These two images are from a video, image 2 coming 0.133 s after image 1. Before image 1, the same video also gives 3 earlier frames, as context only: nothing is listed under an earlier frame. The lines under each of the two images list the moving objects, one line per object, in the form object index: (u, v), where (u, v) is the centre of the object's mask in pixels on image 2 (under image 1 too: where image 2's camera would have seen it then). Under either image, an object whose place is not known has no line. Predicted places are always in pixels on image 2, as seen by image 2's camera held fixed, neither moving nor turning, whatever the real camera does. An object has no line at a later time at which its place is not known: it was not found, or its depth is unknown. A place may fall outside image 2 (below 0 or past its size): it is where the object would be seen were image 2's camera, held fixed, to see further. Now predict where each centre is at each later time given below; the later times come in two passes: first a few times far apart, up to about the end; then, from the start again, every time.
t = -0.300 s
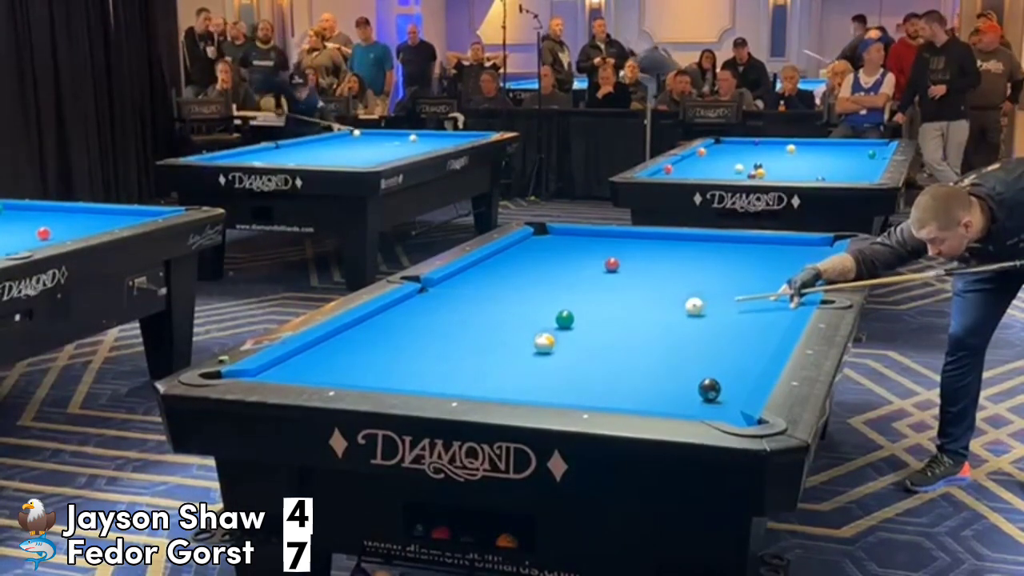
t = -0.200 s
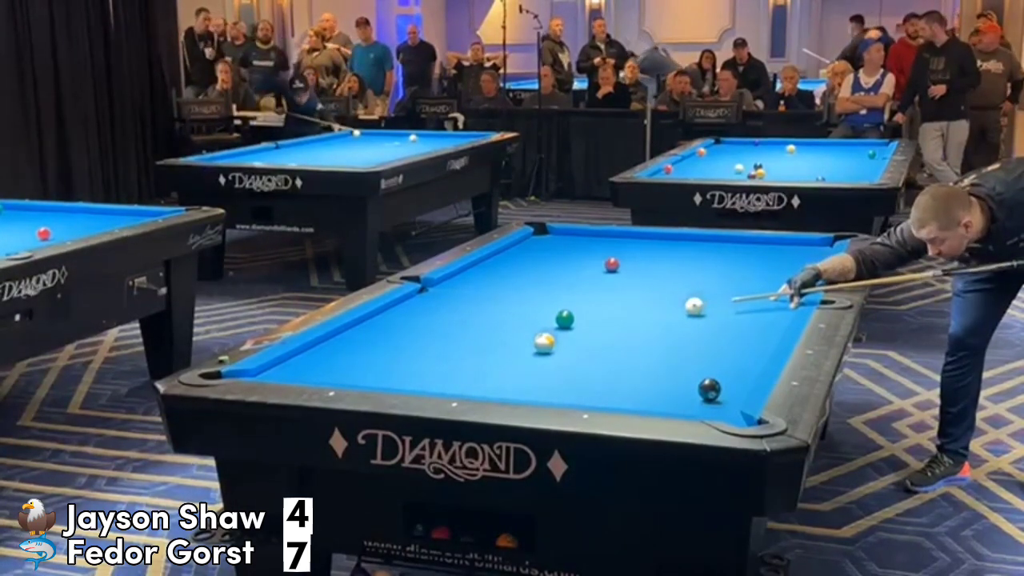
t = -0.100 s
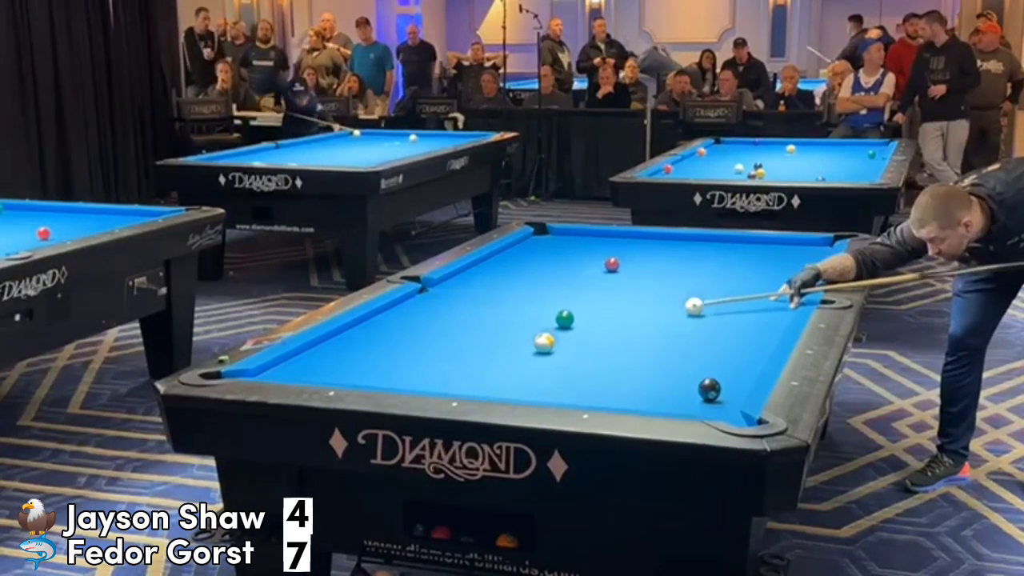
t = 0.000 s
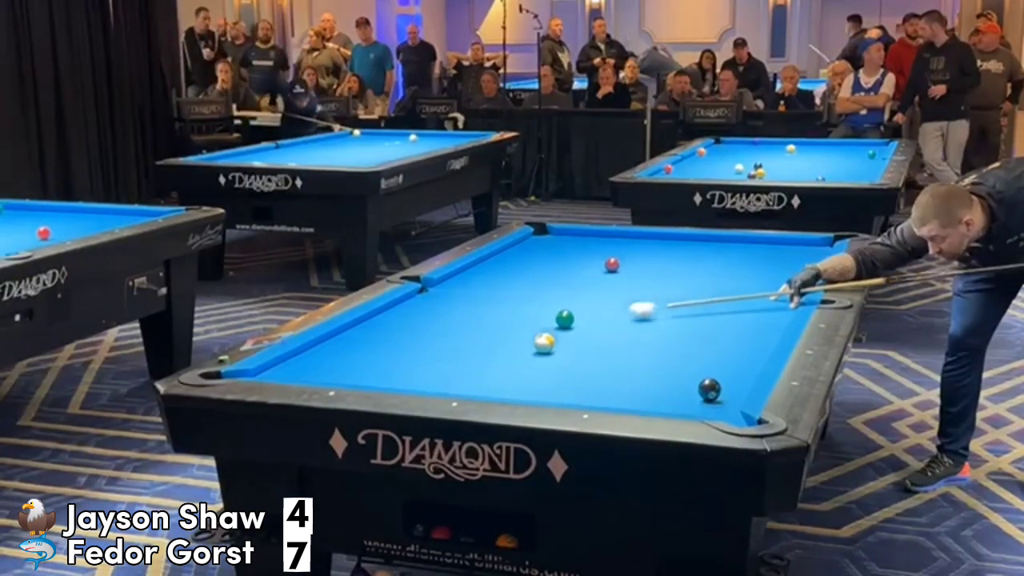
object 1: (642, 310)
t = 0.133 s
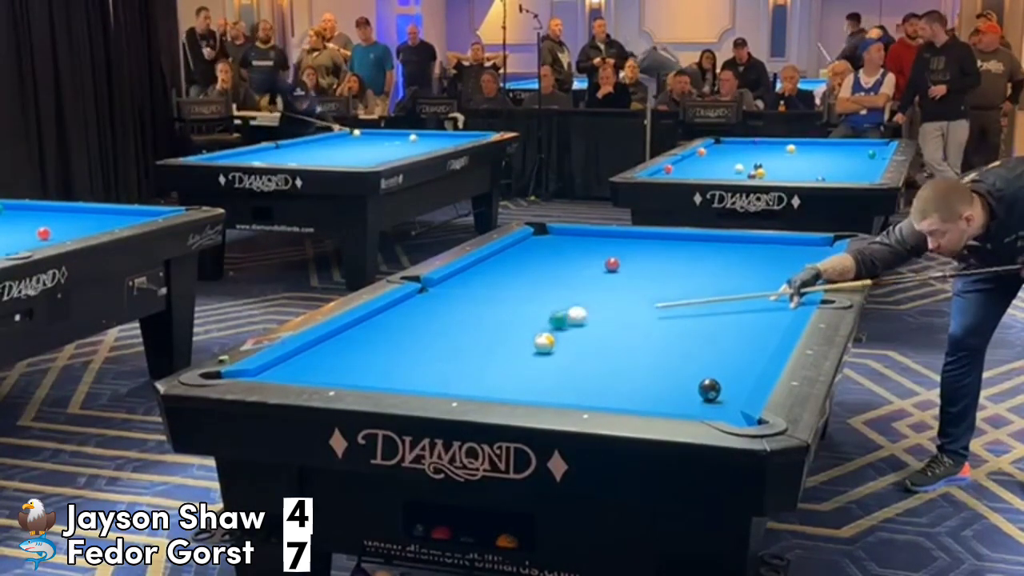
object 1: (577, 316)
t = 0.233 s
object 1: (562, 314)
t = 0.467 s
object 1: (515, 310)
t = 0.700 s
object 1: (469, 308)
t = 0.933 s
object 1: (425, 305)
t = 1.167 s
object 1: (405, 304)
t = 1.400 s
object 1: (430, 304)
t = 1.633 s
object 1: (453, 304)
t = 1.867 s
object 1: (476, 305)
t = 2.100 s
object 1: (497, 305)
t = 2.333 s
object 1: (517, 305)
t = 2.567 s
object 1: (535, 306)
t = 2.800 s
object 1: (552, 306)
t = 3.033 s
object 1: (568, 307)
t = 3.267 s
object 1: (582, 307)
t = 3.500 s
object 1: (595, 307)
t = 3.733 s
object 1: (607, 308)
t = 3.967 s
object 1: (617, 308)
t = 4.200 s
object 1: (626, 309)
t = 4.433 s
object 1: (633, 309)
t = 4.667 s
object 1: (638, 308)
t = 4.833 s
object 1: (634, 304)
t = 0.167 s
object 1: (572, 315)
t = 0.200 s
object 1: (567, 315)
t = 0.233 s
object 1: (562, 314)
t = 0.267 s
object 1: (555, 313)
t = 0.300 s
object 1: (548, 313)
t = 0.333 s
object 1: (541, 313)
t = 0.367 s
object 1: (535, 312)
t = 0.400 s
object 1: (528, 311)
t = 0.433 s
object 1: (521, 311)
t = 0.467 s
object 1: (515, 310)
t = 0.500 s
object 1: (508, 310)
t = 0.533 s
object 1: (501, 310)
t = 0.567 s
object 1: (494, 310)
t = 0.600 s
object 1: (488, 309)
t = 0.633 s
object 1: (482, 309)
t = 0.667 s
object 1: (475, 309)
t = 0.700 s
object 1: (469, 308)
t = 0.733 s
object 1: (462, 307)
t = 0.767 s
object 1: (456, 307)
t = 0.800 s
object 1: (450, 306)
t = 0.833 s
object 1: (444, 306)
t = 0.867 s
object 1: (437, 306)
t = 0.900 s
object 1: (431, 306)
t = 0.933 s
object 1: (425, 305)
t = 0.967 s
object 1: (419, 305)
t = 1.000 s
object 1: (413, 305)
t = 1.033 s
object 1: (406, 304)
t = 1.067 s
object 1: (401, 304)
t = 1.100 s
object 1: (397, 303)
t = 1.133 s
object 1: (401, 304)
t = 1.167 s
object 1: (405, 304)
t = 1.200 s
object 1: (409, 304)
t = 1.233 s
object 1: (412, 304)
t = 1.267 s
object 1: (416, 304)
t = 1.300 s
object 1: (419, 304)
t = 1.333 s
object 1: (423, 304)
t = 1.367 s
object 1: (426, 304)
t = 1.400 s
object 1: (430, 304)
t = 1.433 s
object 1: (434, 304)
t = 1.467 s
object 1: (437, 304)
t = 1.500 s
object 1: (440, 304)
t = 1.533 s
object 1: (444, 304)
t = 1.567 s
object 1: (447, 304)
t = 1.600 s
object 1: (450, 305)
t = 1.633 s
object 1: (453, 304)
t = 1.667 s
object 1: (457, 304)
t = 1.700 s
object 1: (460, 305)
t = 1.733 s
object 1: (464, 305)
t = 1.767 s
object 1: (467, 305)
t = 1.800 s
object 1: (470, 305)
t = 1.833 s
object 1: (472, 305)
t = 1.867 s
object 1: (476, 305)
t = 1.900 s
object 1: (479, 305)
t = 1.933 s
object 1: (482, 305)
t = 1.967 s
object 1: (485, 305)
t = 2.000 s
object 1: (488, 305)
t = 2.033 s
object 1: (491, 305)
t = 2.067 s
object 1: (494, 305)
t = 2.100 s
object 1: (497, 305)
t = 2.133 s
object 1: (499, 305)
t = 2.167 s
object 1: (502, 305)
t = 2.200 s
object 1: (505, 305)
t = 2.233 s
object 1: (508, 305)
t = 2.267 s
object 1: (511, 305)
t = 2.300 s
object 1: (514, 305)
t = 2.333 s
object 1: (517, 305)
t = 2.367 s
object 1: (519, 306)
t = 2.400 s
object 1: (523, 306)
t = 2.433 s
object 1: (525, 306)
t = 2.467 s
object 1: (527, 306)
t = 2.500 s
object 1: (530, 306)
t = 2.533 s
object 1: (532, 306)
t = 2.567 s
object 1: (535, 306)
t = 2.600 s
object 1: (537, 306)
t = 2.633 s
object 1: (540, 306)
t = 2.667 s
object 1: (542, 306)
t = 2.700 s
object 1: (545, 306)
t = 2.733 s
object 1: (547, 306)
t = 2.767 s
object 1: (550, 306)
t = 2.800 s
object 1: (552, 306)
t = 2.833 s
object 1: (554, 306)
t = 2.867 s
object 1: (557, 307)
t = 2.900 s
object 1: (559, 306)
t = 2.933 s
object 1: (561, 306)
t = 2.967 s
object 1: (563, 307)
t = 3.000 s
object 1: (565, 307)
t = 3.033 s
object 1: (568, 307)
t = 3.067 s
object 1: (570, 307)
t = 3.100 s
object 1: (572, 307)
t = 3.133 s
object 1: (574, 307)
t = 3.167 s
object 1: (576, 307)
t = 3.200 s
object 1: (578, 307)
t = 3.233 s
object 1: (580, 307)
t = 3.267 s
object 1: (582, 307)
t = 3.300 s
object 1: (584, 307)
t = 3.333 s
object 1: (586, 307)
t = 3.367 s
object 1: (588, 307)
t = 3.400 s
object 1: (590, 307)
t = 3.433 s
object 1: (591, 307)
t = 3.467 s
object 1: (593, 307)
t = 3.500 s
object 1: (595, 307)
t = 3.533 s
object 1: (597, 308)
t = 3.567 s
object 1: (598, 307)
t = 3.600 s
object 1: (600, 307)
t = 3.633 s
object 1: (602, 308)
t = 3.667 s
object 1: (603, 308)
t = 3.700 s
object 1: (605, 308)
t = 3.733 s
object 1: (607, 308)
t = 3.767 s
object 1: (608, 308)
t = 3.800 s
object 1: (610, 308)
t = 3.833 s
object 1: (611, 308)
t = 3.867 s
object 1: (613, 308)
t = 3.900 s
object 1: (614, 308)
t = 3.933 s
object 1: (616, 308)
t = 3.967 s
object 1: (617, 308)
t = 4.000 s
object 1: (618, 308)
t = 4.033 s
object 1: (619, 308)
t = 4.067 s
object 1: (621, 308)
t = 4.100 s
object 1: (622, 308)
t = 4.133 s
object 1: (623, 308)
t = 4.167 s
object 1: (624, 308)
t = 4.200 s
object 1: (626, 309)
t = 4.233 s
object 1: (627, 309)
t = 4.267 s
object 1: (628, 309)
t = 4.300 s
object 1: (629, 309)
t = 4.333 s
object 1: (630, 309)
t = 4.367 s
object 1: (631, 309)
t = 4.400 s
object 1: (632, 309)
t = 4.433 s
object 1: (633, 309)
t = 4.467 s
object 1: (634, 309)
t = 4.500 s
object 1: (635, 309)
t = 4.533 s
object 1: (636, 309)
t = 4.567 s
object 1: (637, 309)
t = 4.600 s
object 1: (638, 309)
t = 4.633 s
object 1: (638, 309)
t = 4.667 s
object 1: (638, 308)
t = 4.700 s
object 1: (637, 307)
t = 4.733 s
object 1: (636, 306)
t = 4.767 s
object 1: (635, 305)
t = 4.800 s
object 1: (634, 304)
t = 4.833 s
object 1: (634, 304)
